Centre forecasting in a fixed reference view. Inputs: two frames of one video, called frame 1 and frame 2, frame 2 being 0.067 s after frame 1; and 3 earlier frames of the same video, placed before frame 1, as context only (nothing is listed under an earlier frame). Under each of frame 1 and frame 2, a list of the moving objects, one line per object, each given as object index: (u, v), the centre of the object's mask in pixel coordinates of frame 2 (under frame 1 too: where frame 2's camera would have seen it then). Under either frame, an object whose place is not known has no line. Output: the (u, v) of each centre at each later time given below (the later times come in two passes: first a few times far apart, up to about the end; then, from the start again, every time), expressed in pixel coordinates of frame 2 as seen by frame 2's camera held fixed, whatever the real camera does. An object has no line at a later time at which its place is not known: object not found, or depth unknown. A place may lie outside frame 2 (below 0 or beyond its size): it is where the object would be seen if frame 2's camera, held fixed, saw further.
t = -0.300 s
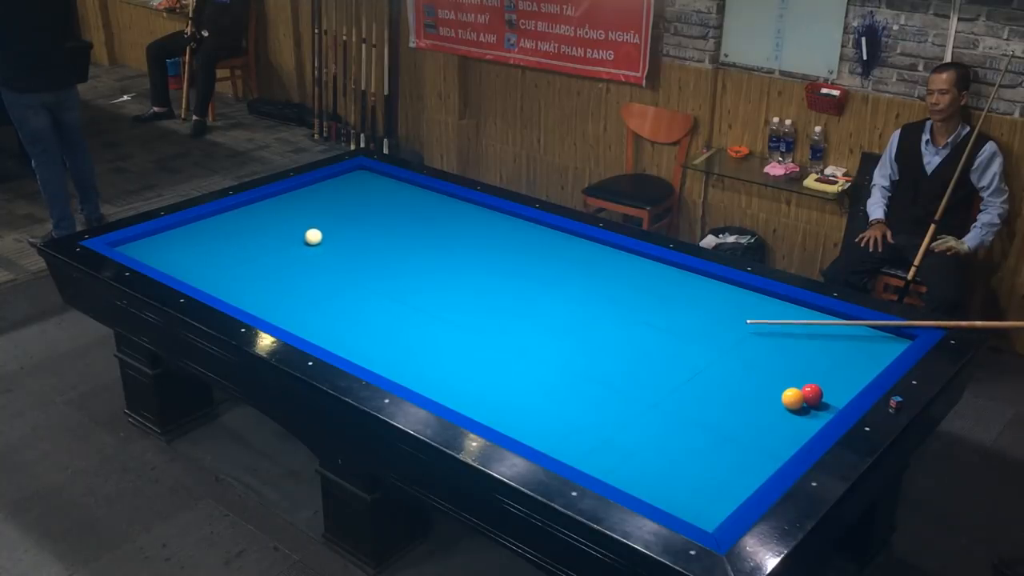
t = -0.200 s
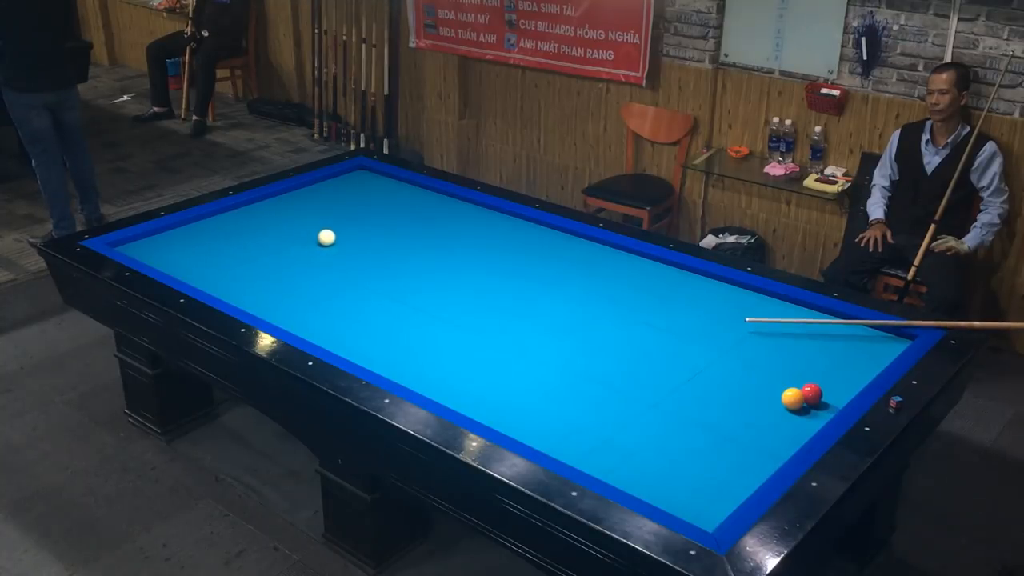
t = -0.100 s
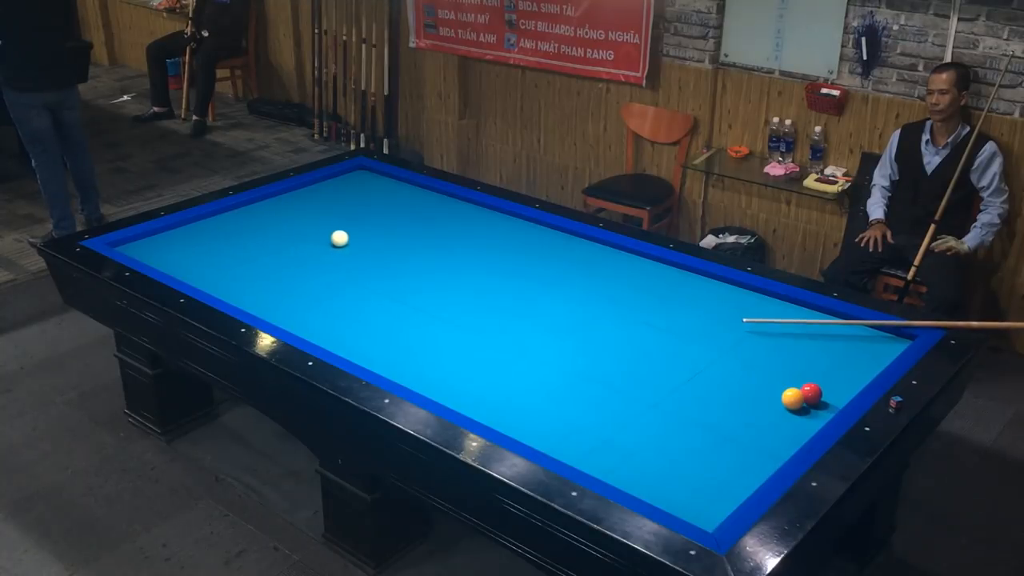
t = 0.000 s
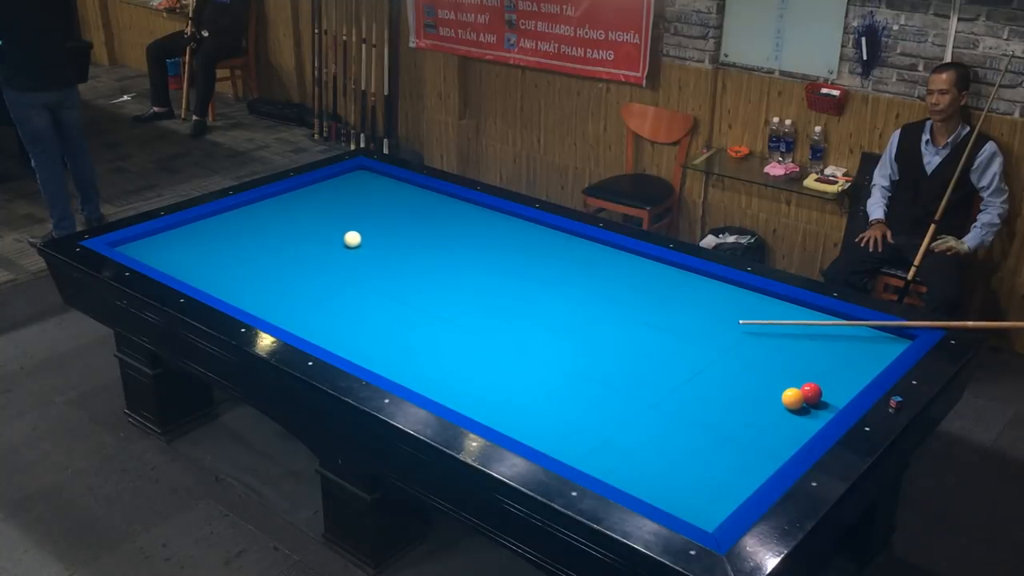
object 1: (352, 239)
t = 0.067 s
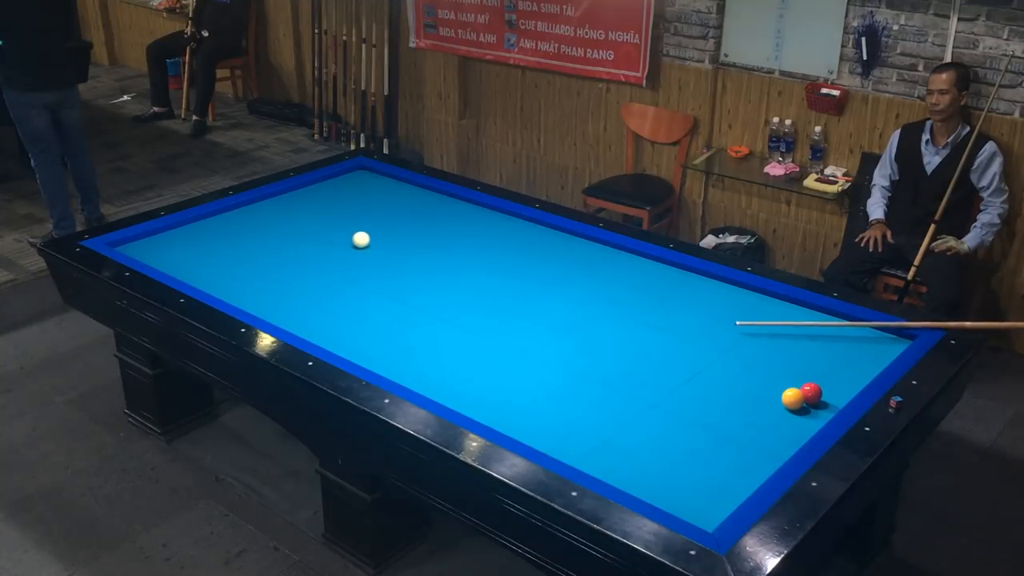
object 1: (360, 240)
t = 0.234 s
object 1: (382, 241)
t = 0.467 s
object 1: (412, 243)
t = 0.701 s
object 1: (441, 245)
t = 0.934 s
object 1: (469, 247)
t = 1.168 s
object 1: (497, 248)
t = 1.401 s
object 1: (525, 250)
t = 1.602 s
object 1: (548, 251)
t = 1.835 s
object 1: (574, 253)
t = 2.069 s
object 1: (600, 254)
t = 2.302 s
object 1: (625, 255)
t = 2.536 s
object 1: (645, 258)
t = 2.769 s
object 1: (655, 265)
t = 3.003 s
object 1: (664, 271)
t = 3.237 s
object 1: (673, 277)
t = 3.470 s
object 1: (682, 283)
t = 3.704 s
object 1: (691, 288)
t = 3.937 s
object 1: (699, 294)
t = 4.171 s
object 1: (707, 299)
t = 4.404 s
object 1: (715, 304)
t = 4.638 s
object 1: (722, 308)
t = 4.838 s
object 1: (728, 312)
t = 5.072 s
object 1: (734, 316)
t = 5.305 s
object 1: (740, 320)
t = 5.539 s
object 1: (745, 323)
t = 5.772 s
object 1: (750, 326)
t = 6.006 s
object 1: (754, 328)
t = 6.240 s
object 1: (758, 330)
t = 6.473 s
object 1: (761, 332)
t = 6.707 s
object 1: (763, 333)
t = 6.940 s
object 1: (764, 334)
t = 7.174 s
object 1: (765, 335)
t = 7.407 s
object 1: (765, 335)
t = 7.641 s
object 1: (765, 335)
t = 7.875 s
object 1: (765, 335)
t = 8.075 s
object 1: (765, 335)
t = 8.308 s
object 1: (765, 335)
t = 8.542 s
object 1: (765, 335)
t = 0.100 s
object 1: (365, 240)
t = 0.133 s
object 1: (369, 240)
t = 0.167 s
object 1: (374, 241)
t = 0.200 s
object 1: (378, 241)
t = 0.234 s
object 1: (382, 241)
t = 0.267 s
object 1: (386, 242)
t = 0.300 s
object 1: (391, 242)
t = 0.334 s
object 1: (395, 242)
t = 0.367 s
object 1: (399, 242)
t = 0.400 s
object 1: (403, 242)
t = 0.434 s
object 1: (407, 243)
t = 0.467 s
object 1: (412, 243)
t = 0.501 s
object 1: (416, 243)
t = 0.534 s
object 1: (420, 244)
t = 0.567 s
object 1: (424, 244)
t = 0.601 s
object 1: (428, 244)
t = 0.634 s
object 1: (432, 244)
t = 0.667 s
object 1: (437, 245)
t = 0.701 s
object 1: (441, 245)
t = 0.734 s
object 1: (445, 245)
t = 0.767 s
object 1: (449, 245)
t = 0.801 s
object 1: (453, 246)
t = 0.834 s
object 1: (457, 246)
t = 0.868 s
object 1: (461, 246)
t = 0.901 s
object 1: (465, 246)
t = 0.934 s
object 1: (469, 247)
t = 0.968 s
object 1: (473, 247)
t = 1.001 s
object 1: (477, 247)
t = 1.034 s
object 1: (481, 247)
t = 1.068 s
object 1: (485, 248)
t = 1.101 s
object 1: (489, 248)
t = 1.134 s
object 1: (493, 248)
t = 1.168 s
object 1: (497, 248)
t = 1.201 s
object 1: (501, 248)
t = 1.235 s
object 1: (505, 249)
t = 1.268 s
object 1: (509, 249)
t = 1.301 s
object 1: (513, 249)
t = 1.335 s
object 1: (517, 249)
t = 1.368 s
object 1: (521, 250)
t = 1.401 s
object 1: (525, 250)
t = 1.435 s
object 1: (529, 250)
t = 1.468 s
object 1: (533, 250)
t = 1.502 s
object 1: (536, 250)
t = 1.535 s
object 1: (540, 251)
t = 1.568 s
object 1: (544, 251)
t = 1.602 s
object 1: (548, 251)
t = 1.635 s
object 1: (552, 251)
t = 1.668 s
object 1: (555, 252)
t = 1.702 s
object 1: (559, 252)
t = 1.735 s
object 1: (563, 252)
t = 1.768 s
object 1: (567, 252)
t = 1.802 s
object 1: (571, 252)
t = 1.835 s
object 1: (574, 253)
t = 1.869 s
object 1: (578, 253)
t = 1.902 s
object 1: (582, 253)
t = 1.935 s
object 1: (585, 253)
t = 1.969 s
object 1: (589, 253)
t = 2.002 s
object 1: (593, 254)
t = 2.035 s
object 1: (596, 254)
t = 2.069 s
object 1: (600, 254)
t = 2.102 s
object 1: (604, 254)
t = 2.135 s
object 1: (607, 254)
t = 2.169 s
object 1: (611, 254)
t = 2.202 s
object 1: (614, 255)
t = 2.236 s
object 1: (618, 255)
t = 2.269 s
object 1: (622, 255)
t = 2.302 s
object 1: (625, 255)
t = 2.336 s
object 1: (629, 256)
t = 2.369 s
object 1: (632, 256)
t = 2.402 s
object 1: (636, 256)
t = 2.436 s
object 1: (639, 256)
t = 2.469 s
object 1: (643, 256)
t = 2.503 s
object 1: (644, 257)
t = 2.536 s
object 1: (645, 258)
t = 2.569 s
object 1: (647, 259)
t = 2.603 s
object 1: (648, 260)
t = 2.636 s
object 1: (649, 261)
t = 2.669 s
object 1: (651, 262)
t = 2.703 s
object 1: (652, 263)
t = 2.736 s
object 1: (653, 264)
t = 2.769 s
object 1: (655, 265)
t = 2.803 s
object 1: (656, 266)
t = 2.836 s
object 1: (657, 267)
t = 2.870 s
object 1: (659, 267)
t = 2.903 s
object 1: (660, 268)
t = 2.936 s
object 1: (661, 269)
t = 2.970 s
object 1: (663, 270)
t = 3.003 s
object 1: (664, 271)
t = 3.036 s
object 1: (665, 272)
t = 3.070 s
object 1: (667, 272)
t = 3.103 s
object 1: (668, 273)
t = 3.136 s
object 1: (669, 274)
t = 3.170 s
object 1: (671, 275)
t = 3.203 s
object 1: (672, 276)
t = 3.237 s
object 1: (673, 277)
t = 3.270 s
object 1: (675, 278)
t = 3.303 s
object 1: (676, 279)
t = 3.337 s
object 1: (677, 279)
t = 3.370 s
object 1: (678, 280)
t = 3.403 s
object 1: (679, 281)
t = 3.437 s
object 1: (681, 282)
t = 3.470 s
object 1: (682, 283)
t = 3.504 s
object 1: (683, 284)
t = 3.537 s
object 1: (685, 285)
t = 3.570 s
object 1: (686, 285)
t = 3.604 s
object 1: (687, 286)
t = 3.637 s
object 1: (689, 287)
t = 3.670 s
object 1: (690, 288)
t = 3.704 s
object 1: (691, 288)
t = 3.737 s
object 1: (692, 289)
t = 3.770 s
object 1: (693, 290)
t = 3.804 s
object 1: (694, 291)
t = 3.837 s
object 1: (696, 292)
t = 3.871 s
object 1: (697, 292)
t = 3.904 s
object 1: (698, 293)
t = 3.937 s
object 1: (699, 294)
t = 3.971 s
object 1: (700, 295)
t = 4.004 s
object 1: (701, 295)
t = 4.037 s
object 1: (703, 296)
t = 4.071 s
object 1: (704, 297)
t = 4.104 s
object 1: (705, 298)
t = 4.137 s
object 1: (706, 298)
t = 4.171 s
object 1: (707, 299)
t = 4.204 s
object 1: (708, 300)
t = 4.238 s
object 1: (709, 300)
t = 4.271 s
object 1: (710, 301)
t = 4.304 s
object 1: (712, 302)
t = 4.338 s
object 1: (713, 303)
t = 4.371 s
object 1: (714, 303)
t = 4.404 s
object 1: (715, 304)
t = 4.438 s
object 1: (716, 304)
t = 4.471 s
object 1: (717, 305)
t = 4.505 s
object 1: (718, 306)
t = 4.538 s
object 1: (719, 307)
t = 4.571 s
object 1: (720, 307)
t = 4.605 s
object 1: (721, 308)
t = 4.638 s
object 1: (722, 308)
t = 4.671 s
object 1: (723, 309)
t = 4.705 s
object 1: (724, 310)
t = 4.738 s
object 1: (725, 310)
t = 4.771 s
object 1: (726, 311)
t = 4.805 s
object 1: (727, 312)
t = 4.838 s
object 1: (728, 312)
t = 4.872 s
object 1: (728, 313)
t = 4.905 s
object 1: (730, 313)
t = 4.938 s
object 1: (730, 314)
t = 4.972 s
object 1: (731, 314)
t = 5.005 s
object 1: (732, 315)
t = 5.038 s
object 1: (733, 315)
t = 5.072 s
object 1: (734, 316)
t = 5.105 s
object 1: (735, 317)
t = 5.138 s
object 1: (736, 317)
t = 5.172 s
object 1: (737, 318)
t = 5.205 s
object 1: (737, 318)
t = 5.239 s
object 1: (738, 319)
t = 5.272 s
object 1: (739, 319)
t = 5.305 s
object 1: (740, 320)
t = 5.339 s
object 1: (741, 320)
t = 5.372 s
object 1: (742, 321)
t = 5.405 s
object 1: (742, 321)
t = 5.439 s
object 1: (743, 321)
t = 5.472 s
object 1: (744, 322)
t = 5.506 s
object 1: (745, 322)
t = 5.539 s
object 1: (745, 323)
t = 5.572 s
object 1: (746, 323)
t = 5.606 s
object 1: (747, 324)
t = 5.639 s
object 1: (748, 324)
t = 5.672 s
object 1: (748, 325)
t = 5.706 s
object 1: (749, 325)
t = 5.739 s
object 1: (750, 325)
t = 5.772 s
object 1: (750, 326)
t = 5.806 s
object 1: (751, 326)
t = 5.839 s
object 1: (751, 327)
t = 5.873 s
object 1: (752, 327)
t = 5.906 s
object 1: (753, 327)
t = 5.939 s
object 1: (753, 328)
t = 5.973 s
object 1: (754, 328)
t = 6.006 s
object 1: (754, 328)
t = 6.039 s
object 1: (755, 328)
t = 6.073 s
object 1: (755, 329)
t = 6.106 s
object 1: (756, 329)
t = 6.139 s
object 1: (756, 329)
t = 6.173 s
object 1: (757, 330)
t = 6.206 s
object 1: (757, 330)
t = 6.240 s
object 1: (758, 330)
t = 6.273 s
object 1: (758, 331)
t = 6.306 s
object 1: (759, 331)
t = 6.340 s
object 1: (759, 331)
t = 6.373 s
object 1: (760, 332)
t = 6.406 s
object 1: (760, 332)
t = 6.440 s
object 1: (760, 332)
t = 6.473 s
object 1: (761, 332)
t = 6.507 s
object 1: (761, 332)
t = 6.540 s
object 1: (761, 332)
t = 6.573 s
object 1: (761, 333)
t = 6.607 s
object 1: (762, 333)
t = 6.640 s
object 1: (762, 333)
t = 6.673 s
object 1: (762, 333)
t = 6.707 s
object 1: (763, 333)
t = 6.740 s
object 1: (763, 333)
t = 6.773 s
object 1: (763, 334)
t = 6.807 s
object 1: (763, 334)
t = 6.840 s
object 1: (764, 334)
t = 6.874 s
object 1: (764, 334)
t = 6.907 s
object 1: (764, 334)
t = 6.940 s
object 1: (764, 334)
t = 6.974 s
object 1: (764, 334)
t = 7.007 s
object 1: (764, 334)
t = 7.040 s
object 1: (765, 334)
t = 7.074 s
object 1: (765, 335)
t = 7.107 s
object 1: (765, 335)
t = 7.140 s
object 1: (765, 335)
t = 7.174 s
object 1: (765, 335)
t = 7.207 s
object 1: (765, 335)
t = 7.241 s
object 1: (765, 335)
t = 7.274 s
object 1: (765, 335)
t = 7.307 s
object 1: (765, 335)
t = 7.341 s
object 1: (765, 335)
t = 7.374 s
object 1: (765, 335)
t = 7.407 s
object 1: (765, 335)
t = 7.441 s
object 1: (765, 335)
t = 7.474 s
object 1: (765, 335)
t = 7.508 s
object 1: (765, 335)
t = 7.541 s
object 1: (765, 335)
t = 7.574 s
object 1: (765, 335)
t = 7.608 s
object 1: (765, 335)
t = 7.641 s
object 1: (765, 335)
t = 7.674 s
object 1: (765, 335)
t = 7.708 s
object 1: (765, 335)
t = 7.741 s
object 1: (765, 335)
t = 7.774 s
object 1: (765, 335)
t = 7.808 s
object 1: (765, 335)
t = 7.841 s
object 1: (765, 335)
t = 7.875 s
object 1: (765, 335)
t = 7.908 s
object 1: (765, 335)
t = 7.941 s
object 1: (765, 335)
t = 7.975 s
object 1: (765, 335)
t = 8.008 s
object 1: (765, 335)
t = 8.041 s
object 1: (765, 335)
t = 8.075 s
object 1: (765, 335)
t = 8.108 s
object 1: (765, 335)
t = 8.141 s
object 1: (765, 335)
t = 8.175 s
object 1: (765, 335)
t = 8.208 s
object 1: (765, 335)
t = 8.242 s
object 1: (765, 335)
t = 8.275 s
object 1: (765, 335)
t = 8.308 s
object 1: (765, 335)
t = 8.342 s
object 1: (765, 335)
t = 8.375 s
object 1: (765, 335)
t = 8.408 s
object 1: (765, 335)
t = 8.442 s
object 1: (765, 335)
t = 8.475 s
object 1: (765, 335)
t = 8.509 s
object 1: (765, 335)
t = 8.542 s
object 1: (765, 335)
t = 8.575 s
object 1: (765, 335)
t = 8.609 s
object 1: (765, 335)
